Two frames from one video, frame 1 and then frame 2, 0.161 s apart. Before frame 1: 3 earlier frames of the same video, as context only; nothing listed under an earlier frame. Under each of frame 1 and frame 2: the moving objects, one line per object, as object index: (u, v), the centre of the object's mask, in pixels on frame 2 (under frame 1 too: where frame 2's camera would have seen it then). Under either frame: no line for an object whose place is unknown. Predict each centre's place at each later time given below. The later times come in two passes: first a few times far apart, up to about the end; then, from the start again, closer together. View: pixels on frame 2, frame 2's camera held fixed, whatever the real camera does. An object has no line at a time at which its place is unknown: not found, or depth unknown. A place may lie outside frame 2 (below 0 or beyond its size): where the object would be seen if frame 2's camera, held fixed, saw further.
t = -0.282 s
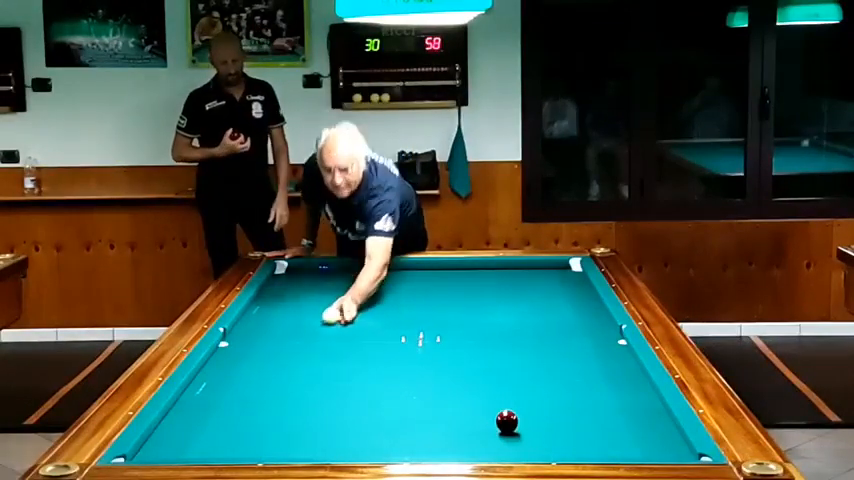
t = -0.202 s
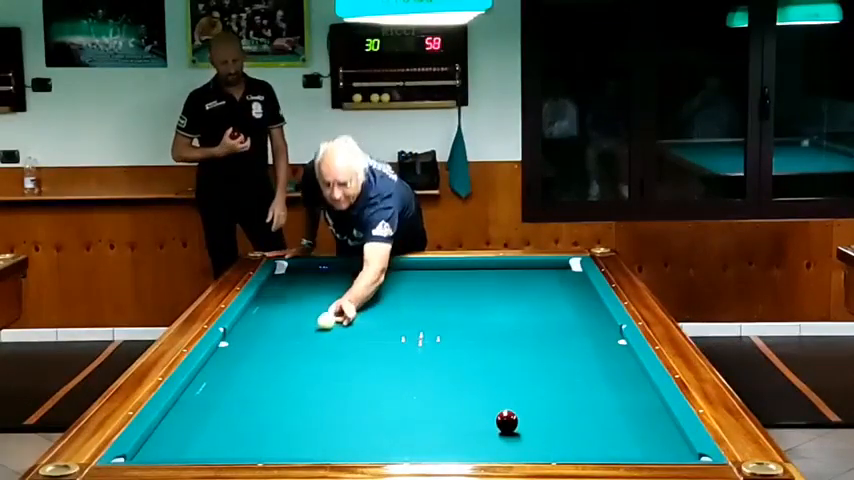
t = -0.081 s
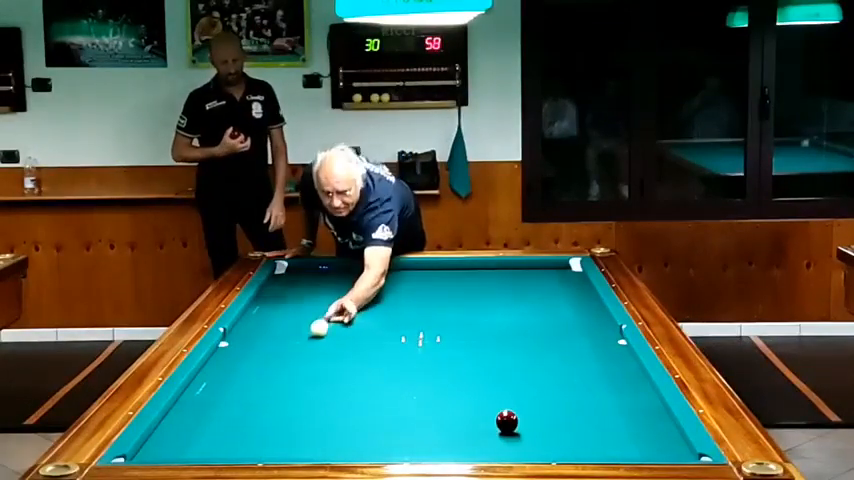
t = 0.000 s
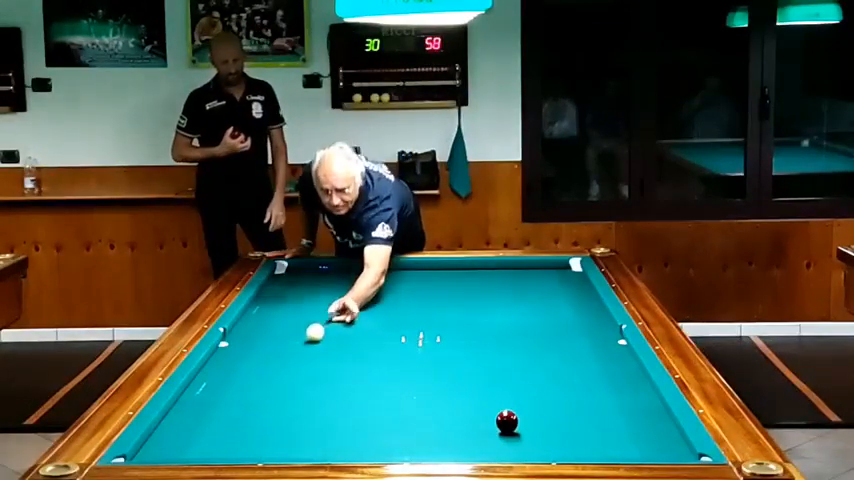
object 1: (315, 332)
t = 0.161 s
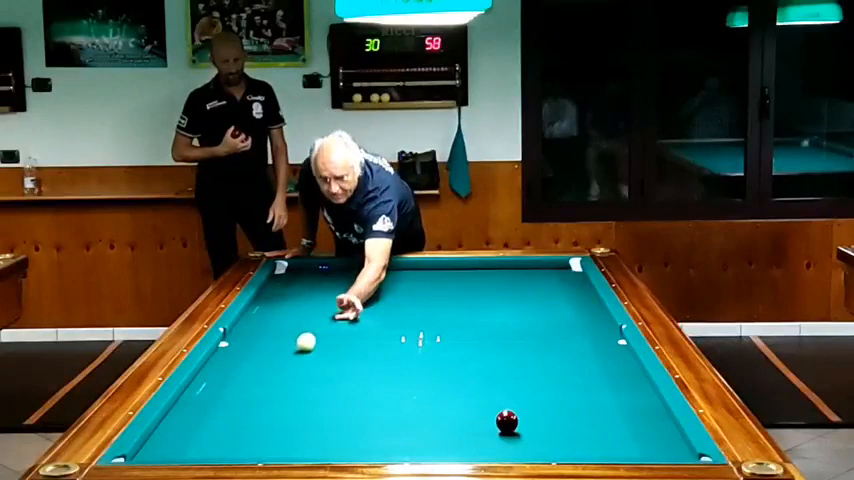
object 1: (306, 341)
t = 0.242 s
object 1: (302, 346)
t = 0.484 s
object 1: (287, 362)
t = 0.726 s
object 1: (271, 379)
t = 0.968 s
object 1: (255, 398)
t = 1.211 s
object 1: (234, 418)
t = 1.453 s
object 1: (213, 441)
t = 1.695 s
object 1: (194, 453)
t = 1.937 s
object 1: (199, 443)
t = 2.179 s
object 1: (202, 430)
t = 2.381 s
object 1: (205, 420)
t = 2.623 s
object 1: (207, 409)
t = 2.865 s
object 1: (210, 399)
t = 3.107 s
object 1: (212, 389)
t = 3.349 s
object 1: (214, 381)
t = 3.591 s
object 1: (216, 372)
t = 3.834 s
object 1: (218, 365)
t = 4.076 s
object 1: (220, 358)
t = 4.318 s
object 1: (222, 351)
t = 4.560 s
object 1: (227, 345)
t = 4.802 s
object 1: (233, 340)
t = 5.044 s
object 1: (239, 334)
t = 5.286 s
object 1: (244, 330)
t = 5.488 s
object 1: (249, 325)
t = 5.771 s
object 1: (254, 319)
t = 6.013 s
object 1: (258, 315)
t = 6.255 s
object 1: (262, 312)
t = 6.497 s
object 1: (266, 308)
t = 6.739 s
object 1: (269, 305)
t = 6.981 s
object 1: (272, 302)
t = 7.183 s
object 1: (275, 299)
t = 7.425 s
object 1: (278, 296)
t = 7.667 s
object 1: (280, 294)
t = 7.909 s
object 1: (283, 291)
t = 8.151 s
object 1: (286, 289)
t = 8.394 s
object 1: (288, 286)
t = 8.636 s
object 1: (291, 284)
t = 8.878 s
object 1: (293, 282)
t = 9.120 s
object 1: (296, 280)
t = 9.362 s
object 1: (298, 279)
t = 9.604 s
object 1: (300, 277)
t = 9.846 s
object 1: (302, 275)
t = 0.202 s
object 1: (304, 344)
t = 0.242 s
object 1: (302, 346)
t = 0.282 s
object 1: (299, 349)
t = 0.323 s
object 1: (297, 352)
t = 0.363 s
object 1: (294, 354)
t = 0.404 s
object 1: (292, 357)
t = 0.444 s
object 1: (289, 359)
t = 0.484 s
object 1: (287, 362)
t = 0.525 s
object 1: (285, 364)
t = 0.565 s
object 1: (282, 367)
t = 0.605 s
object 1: (279, 370)
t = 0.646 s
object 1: (277, 373)
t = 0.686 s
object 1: (274, 376)
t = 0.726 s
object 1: (271, 379)
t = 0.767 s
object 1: (268, 382)
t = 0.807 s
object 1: (265, 385)
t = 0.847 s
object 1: (263, 387)
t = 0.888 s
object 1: (260, 391)
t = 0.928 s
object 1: (257, 394)
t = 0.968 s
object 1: (255, 398)
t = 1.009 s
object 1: (252, 401)
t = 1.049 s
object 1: (248, 404)
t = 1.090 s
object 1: (244, 408)
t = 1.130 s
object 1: (241, 411)
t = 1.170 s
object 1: (238, 414)
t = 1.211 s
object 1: (234, 418)
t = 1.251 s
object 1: (231, 422)
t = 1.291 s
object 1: (227, 426)
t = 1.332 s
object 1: (223, 430)
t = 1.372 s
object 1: (220, 433)
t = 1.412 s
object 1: (216, 437)
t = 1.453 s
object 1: (213, 441)
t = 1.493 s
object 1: (209, 445)
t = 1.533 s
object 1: (205, 448)
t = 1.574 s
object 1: (201, 450)
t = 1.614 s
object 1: (197, 453)
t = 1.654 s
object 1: (194, 455)
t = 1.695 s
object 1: (194, 453)
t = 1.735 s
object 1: (196, 452)
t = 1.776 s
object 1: (196, 450)
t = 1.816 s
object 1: (197, 448)
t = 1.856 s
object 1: (198, 446)
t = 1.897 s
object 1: (198, 445)
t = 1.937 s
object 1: (199, 443)
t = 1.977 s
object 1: (199, 441)
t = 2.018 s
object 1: (200, 439)
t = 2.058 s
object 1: (200, 436)
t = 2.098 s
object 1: (201, 434)
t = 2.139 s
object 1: (201, 432)
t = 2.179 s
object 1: (202, 430)
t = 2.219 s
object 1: (202, 428)
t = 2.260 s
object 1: (203, 426)
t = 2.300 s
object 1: (204, 424)
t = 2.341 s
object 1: (204, 422)
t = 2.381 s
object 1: (205, 420)
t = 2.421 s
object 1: (205, 418)
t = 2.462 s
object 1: (206, 416)
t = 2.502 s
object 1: (206, 415)
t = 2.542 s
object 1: (207, 413)
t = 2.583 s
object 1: (207, 411)
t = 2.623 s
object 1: (207, 409)
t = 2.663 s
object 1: (208, 407)
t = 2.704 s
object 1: (208, 406)
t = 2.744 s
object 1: (209, 404)
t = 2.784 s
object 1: (209, 402)
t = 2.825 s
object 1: (210, 401)
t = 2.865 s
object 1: (210, 399)
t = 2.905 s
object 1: (210, 397)
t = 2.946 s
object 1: (211, 396)
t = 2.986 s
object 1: (211, 394)
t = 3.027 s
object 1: (211, 393)
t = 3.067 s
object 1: (211, 391)
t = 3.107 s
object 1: (212, 389)
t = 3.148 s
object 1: (212, 388)
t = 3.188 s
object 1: (213, 387)
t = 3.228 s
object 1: (213, 385)
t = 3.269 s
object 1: (213, 384)
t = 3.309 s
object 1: (214, 382)
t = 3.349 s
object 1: (214, 381)
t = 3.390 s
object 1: (215, 379)
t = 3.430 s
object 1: (215, 378)
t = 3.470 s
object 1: (215, 377)
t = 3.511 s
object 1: (216, 375)
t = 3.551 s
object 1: (216, 374)
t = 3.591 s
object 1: (216, 372)
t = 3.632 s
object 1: (217, 372)
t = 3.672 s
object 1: (217, 370)
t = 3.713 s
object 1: (217, 369)
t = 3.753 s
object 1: (218, 368)
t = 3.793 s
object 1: (218, 367)
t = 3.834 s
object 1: (218, 365)
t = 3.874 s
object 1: (219, 364)
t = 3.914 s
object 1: (219, 363)
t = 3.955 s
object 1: (219, 361)
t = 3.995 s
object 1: (220, 360)
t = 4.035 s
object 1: (220, 359)
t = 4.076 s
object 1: (220, 358)
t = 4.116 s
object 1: (220, 357)
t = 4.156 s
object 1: (221, 356)
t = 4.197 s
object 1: (221, 355)
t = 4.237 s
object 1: (221, 354)
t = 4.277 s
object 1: (221, 353)
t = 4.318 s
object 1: (222, 351)
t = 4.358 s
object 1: (222, 350)
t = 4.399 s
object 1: (222, 349)
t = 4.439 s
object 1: (223, 348)
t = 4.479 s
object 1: (224, 347)
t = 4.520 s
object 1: (226, 346)
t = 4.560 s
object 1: (227, 345)
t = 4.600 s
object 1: (228, 344)
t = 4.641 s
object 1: (229, 343)
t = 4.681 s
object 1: (230, 342)
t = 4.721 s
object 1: (231, 341)
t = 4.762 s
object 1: (232, 341)
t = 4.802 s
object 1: (233, 340)
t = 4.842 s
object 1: (234, 338)
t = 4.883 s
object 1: (235, 338)
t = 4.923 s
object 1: (236, 337)
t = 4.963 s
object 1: (237, 336)
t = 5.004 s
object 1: (238, 335)
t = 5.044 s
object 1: (239, 334)
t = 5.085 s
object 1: (239, 334)
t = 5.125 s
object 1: (240, 333)
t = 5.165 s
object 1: (241, 332)
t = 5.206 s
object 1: (242, 331)
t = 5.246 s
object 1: (243, 330)
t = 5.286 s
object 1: (244, 330)
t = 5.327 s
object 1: (245, 329)
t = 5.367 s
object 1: (246, 328)
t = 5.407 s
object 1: (247, 327)
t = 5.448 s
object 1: (249, 325)
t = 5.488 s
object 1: (249, 325)
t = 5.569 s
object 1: (251, 323)
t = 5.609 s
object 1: (251, 322)
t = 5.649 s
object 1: (252, 322)
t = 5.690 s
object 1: (253, 321)
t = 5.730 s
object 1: (254, 320)
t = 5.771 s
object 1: (254, 319)
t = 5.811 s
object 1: (255, 319)
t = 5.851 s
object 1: (256, 318)
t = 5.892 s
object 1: (257, 318)
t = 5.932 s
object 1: (257, 317)
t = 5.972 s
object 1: (258, 316)
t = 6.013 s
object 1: (258, 315)
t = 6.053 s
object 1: (259, 315)
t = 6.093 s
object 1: (260, 314)
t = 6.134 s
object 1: (260, 313)
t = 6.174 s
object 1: (261, 313)
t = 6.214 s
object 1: (262, 312)
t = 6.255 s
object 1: (262, 312)
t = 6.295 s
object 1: (263, 311)
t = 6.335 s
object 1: (263, 310)
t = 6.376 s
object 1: (264, 310)
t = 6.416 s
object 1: (265, 309)
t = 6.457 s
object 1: (265, 309)
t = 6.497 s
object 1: (266, 308)
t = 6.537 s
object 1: (266, 307)
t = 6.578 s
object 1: (267, 307)
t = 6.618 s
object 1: (267, 306)
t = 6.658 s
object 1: (268, 306)
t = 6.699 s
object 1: (269, 305)
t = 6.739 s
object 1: (269, 305)
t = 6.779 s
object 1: (270, 304)
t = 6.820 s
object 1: (270, 304)
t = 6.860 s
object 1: (271, 303)
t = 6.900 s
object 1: (271, 303)
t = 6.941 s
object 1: (272, 302)
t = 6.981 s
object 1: (272, 302)
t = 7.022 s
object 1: (273, 301)
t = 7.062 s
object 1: (273, 300)
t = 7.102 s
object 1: (274, 300)
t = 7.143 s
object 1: (274, 300)
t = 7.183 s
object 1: (275, 299)
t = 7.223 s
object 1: (275, 299)
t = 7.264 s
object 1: (276, 298)
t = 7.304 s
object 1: (276, 298)
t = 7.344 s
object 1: (277, 297)
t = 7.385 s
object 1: (277, 297)
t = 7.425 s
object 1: (278, 296)
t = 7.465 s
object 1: (278, 296)
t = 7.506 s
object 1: (279, 295)
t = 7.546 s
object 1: (279, 295)
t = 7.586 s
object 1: (279, 294)
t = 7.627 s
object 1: (280, 294)
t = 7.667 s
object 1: (280, 294)
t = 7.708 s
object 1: (281, 293)
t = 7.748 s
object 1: (281, 293)
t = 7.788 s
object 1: (282, 292)
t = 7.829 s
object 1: (282, 292)
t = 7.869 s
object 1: (283, 291)
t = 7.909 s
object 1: (283, 291)
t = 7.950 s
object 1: (284, 291)
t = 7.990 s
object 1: (284, 290)
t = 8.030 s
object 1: (284, 290)
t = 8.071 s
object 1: (285, 289)
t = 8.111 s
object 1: (285, 289)
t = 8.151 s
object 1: (286, 289)
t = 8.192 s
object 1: (286, 288)
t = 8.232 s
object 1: (286, 288)
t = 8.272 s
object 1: (287, 287)
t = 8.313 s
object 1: (287, 287)
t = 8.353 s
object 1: (288, 287)
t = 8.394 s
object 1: (288, 286)
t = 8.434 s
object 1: (289, 286)
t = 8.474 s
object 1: (289, 285)
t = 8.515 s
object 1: (290, 285)
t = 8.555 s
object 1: (290, 285)
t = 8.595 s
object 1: (290, 284)
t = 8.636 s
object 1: (291, 284)
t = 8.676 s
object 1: (291, 284)
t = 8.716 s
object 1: (292, 283)
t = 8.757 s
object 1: (292, 283)
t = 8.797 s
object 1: (293, 283)
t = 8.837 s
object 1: (293, 282)
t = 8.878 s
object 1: (293, 282)
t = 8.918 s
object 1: (294, 282)
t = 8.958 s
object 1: (294, 281)
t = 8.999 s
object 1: (295, 281)
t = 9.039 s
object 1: (295, 281)
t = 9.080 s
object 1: (295, 280)
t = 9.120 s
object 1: (296, 280)
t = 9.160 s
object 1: (296, 280)
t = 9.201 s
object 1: (297, 279)
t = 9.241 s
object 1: (297, 279)
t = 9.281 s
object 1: (297, 279)
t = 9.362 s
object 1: (298, 279)
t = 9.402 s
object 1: (299, 278)
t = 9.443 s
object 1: (299, 278)
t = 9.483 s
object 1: (299, 278)
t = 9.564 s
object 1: (300, 277)
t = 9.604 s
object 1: (300, 277)
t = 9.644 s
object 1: (300, 276)
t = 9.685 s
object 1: (301, 276)
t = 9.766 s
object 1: (301, 276)
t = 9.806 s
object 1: (302, 276)
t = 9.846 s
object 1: (302, 275)
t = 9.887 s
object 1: (303, 275)
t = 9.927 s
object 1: (303, 275)
